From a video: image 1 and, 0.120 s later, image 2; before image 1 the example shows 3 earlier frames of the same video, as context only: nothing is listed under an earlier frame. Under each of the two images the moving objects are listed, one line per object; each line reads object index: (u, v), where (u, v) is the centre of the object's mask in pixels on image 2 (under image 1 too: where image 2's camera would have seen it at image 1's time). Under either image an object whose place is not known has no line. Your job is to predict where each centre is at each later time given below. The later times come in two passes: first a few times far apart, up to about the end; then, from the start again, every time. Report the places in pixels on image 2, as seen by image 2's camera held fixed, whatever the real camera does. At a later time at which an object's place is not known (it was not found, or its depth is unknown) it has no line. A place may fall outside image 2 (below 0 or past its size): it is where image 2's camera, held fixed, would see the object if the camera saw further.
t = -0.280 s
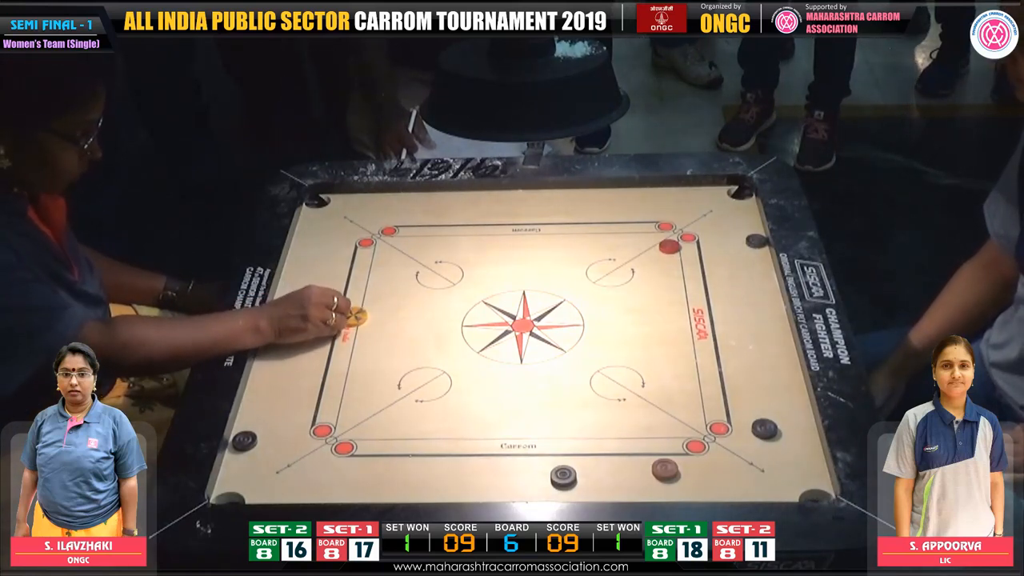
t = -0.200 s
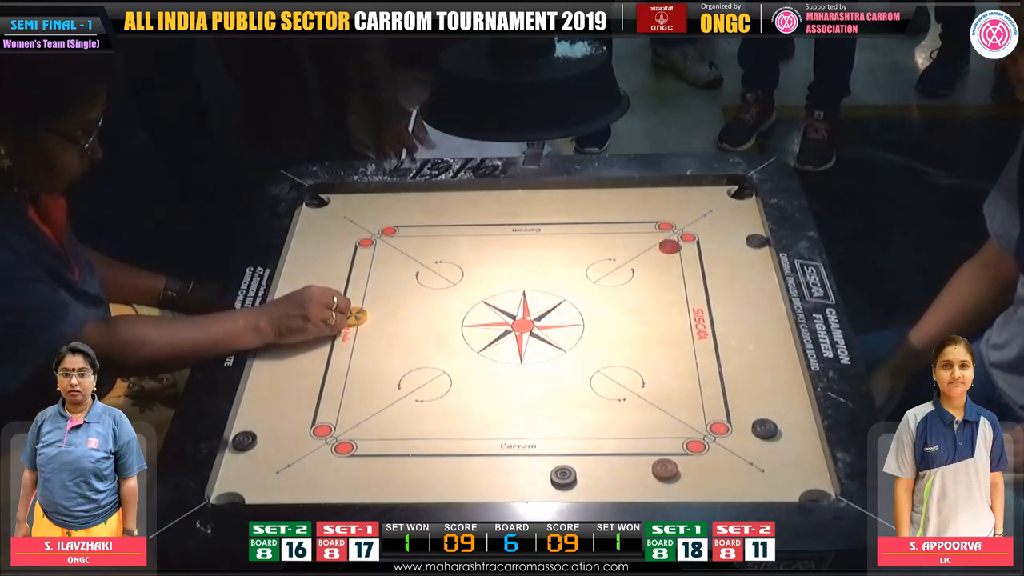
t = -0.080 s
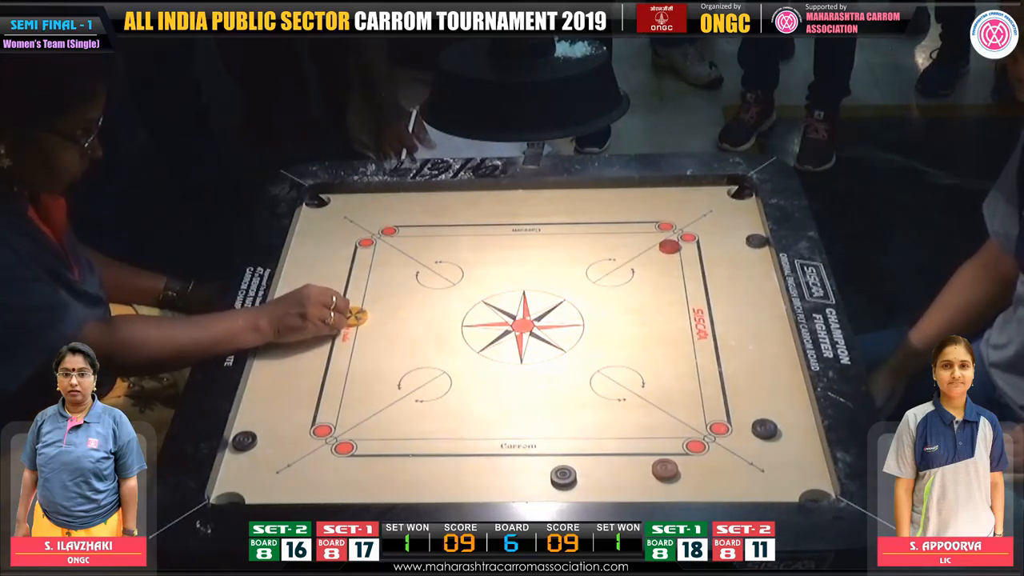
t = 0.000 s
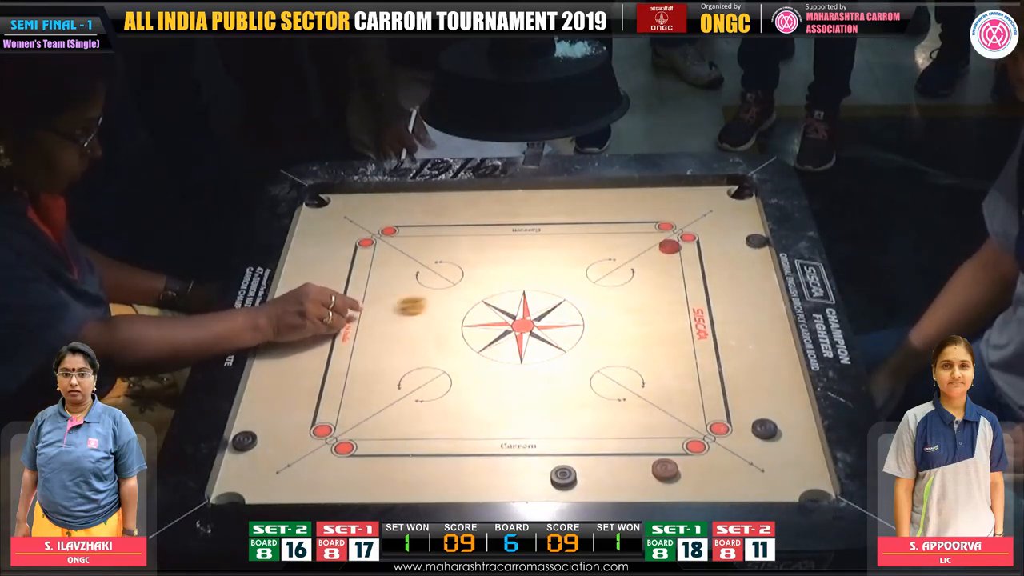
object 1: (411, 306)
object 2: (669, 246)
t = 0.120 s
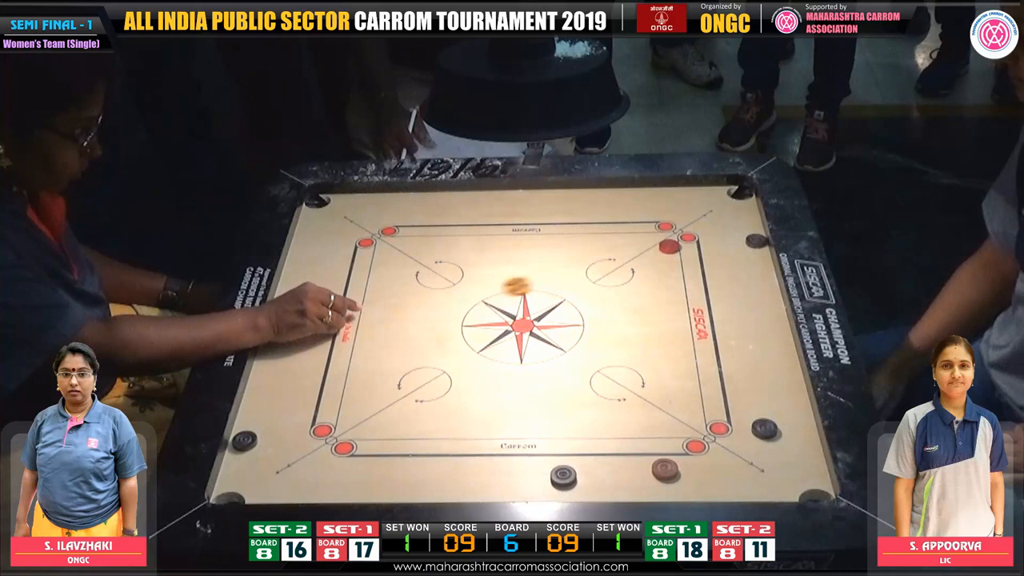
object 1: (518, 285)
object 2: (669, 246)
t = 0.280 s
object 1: (637, 263)
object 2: (669, 246)
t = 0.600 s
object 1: (738, 258)
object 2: (726, 194)
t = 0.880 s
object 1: (683, 262)
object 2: (745, 212)
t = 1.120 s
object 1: (674, 262)
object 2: (745, 212)
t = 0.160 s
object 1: (550, 279)
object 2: (669, 246)
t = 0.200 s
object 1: (580, 274)
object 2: (669, 246)
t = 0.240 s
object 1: (610, 268)
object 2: (669, 246)
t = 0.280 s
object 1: (637, 263)
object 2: (669, 246)
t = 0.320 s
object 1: (663, 258)
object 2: (670, 245)
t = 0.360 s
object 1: (683, 259)
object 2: (681, 234)
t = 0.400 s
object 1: (703, 258)
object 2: (691, 223)
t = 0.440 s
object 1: (721, 258)
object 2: (699, 213)
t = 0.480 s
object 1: (738, 257)
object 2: (707, 204)
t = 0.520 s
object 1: (753, 257)
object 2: (714, 197)
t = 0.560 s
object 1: (750, 257)
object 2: (720, 190)
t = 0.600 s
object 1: (738, 258)
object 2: (726, 194)
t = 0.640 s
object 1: (727, 259)
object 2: (731, 199)
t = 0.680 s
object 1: (718, 260)
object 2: (736, 203)
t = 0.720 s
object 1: (709, 260)
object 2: (739, 207)
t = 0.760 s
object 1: (701, 260)
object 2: (742, 209)
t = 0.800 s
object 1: (694, 261)
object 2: (744, 211)
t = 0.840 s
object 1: (688, 261)
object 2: (745, 212)
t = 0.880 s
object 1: (683, 262)
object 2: (745, 212)
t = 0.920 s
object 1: (680, 262)
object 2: (745, 212)
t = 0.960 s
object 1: (677, 262)
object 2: (745, 212)
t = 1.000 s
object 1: (675, 262)
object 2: (745, 212)
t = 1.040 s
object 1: (674, 262)
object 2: (745, 212)
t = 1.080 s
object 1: (674, 262)
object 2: (745, 212)
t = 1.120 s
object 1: (674, 262)
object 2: (745, 212)
